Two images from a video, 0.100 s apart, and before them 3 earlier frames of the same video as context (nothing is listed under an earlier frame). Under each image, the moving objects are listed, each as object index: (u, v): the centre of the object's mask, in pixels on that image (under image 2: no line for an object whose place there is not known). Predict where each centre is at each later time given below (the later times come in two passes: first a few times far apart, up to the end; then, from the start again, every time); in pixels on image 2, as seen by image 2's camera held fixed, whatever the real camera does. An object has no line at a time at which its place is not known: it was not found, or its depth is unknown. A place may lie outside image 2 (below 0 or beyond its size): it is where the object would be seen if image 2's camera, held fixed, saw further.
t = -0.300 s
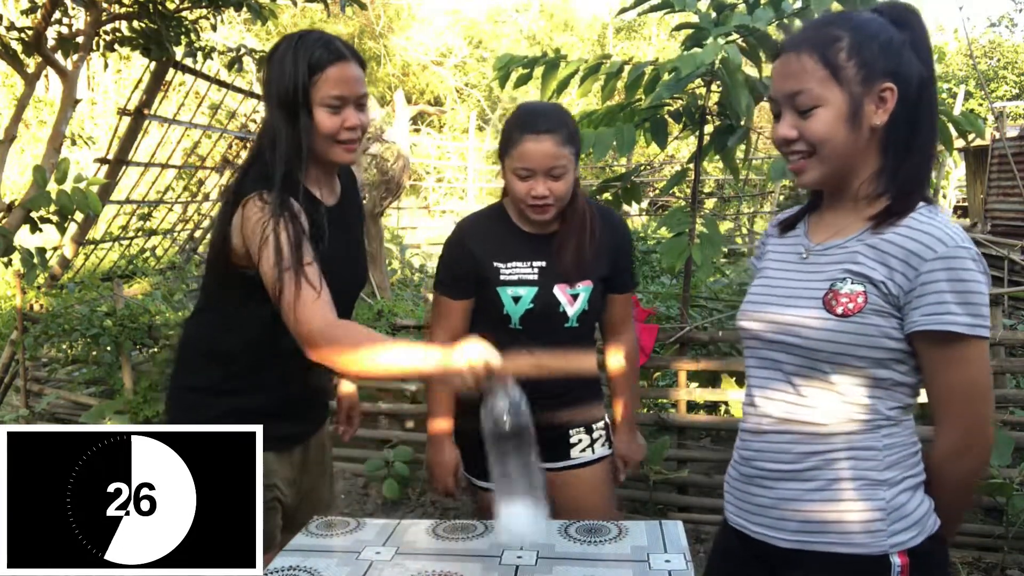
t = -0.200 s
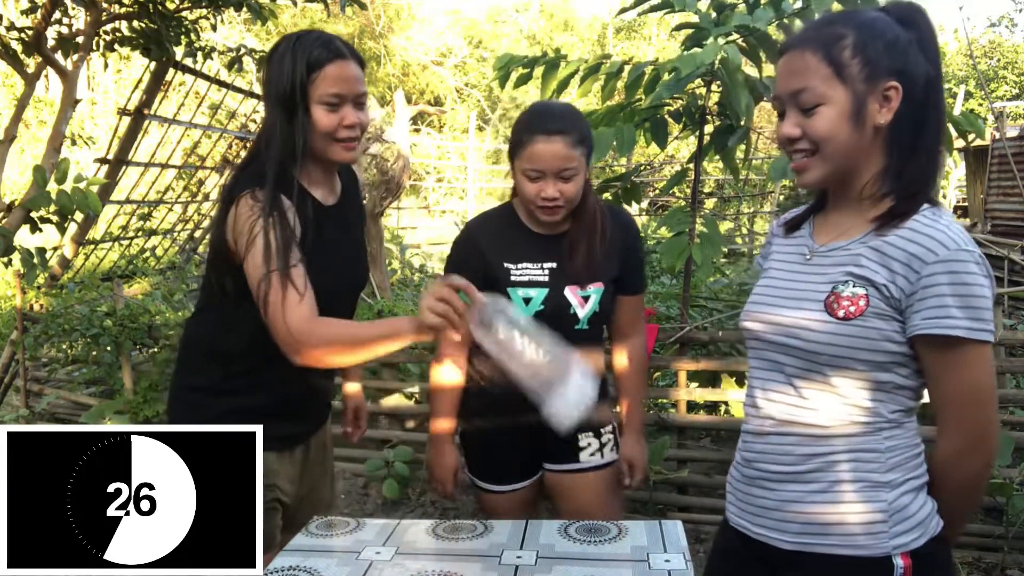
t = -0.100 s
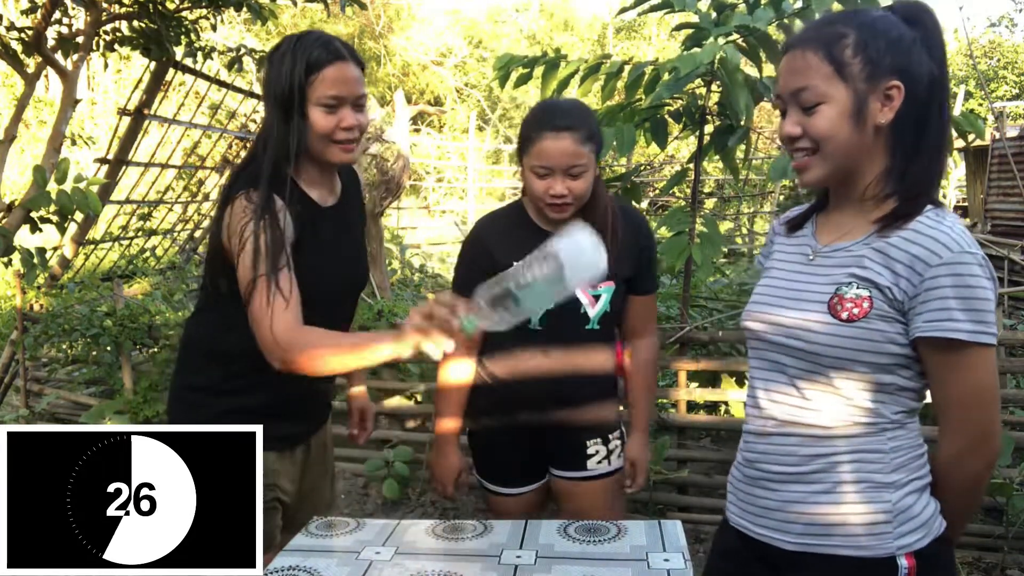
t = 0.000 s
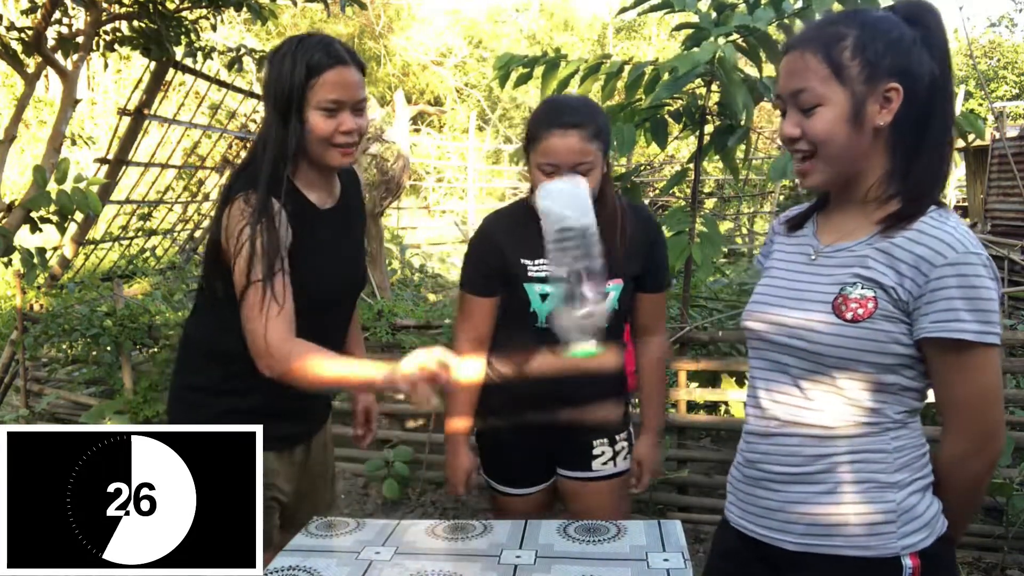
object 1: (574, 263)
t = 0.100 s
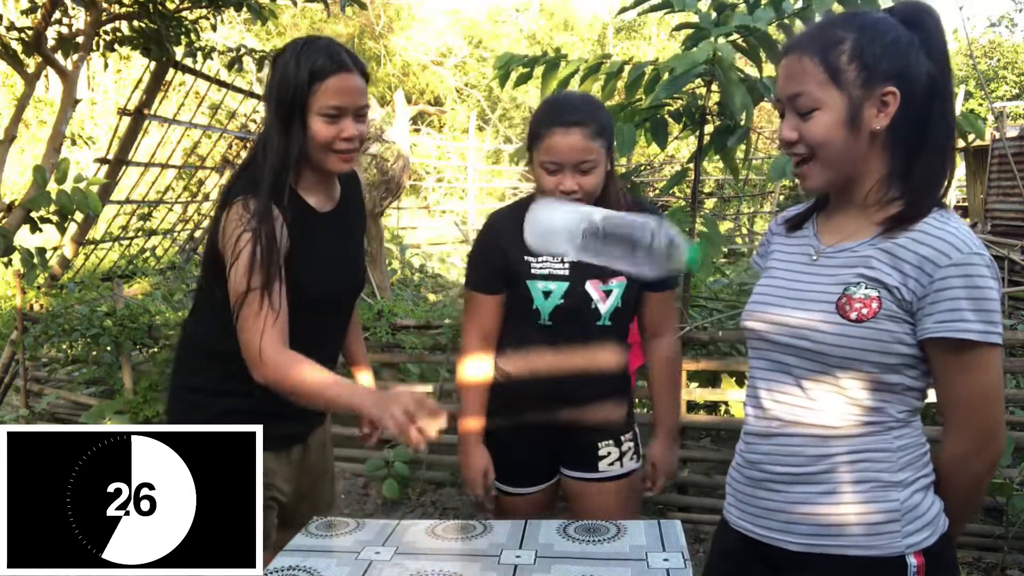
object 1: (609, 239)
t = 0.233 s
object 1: (568, 308)
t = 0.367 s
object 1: (528, 510)
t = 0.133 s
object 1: (605, 239)
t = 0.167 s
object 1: (595, 252)
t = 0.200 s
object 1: (583, 274)
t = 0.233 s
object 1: (568, 308)
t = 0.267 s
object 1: (556, 353)
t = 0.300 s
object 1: (546, 401)
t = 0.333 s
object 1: (538, 455)
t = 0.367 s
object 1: (528, 510)
